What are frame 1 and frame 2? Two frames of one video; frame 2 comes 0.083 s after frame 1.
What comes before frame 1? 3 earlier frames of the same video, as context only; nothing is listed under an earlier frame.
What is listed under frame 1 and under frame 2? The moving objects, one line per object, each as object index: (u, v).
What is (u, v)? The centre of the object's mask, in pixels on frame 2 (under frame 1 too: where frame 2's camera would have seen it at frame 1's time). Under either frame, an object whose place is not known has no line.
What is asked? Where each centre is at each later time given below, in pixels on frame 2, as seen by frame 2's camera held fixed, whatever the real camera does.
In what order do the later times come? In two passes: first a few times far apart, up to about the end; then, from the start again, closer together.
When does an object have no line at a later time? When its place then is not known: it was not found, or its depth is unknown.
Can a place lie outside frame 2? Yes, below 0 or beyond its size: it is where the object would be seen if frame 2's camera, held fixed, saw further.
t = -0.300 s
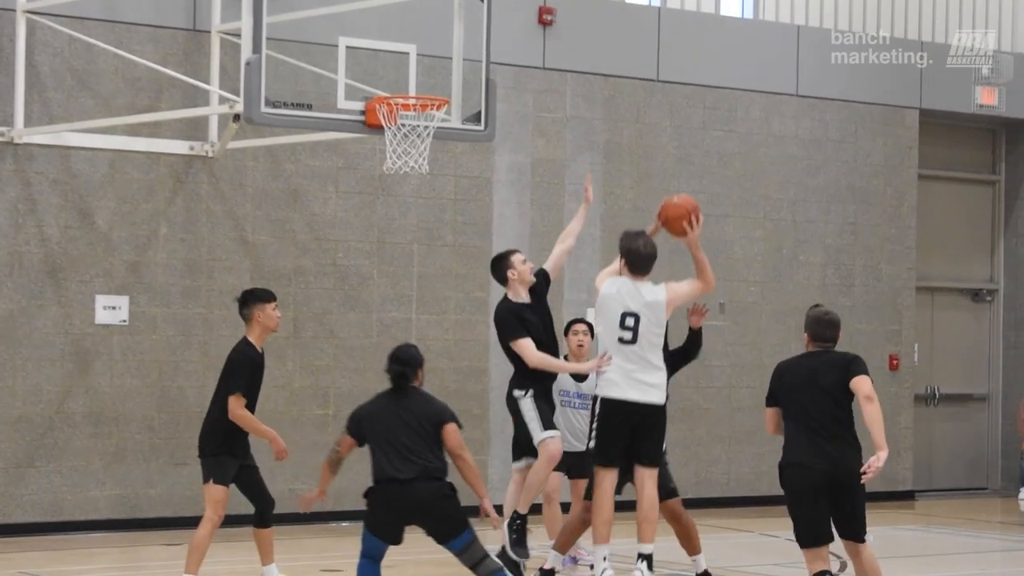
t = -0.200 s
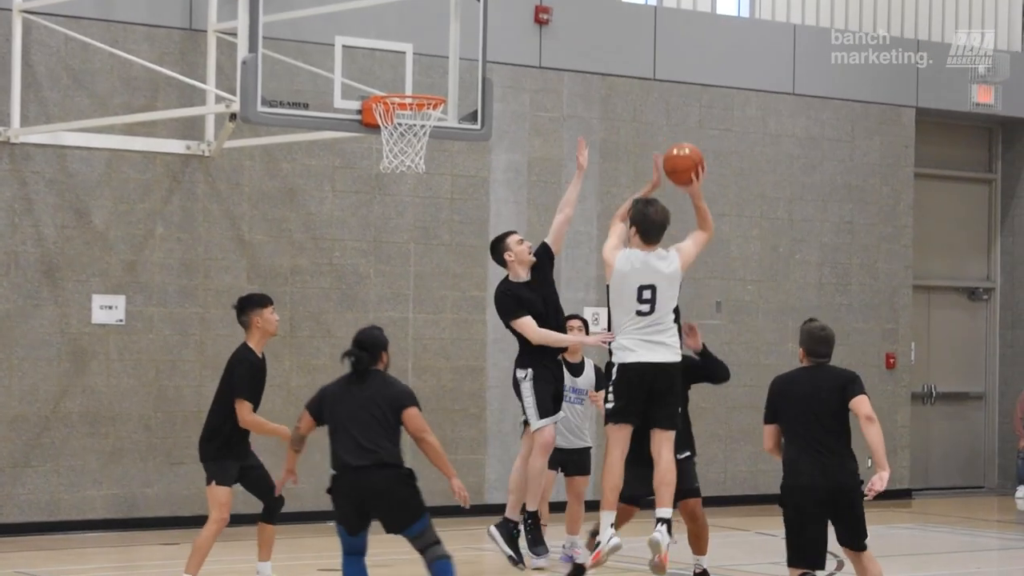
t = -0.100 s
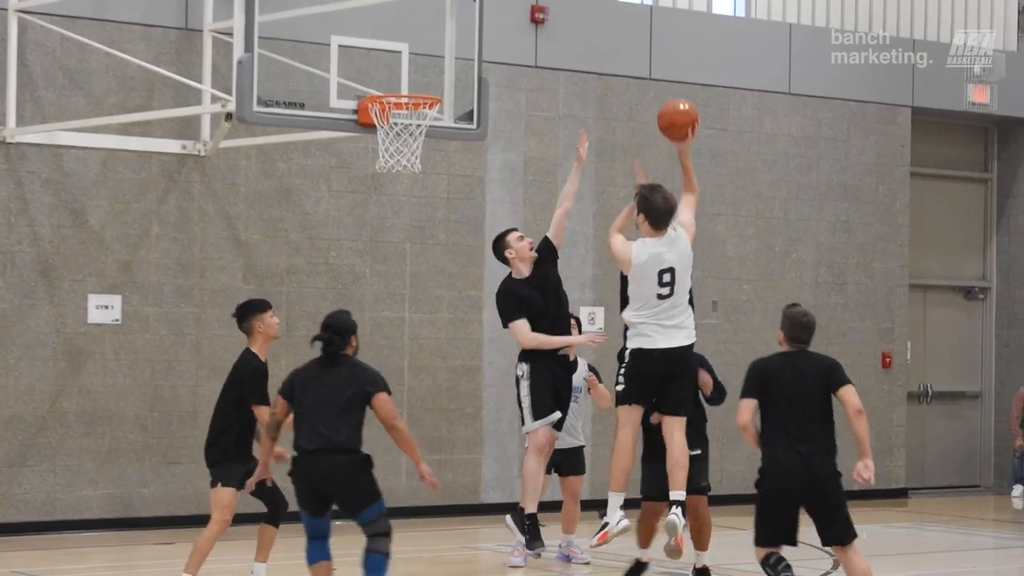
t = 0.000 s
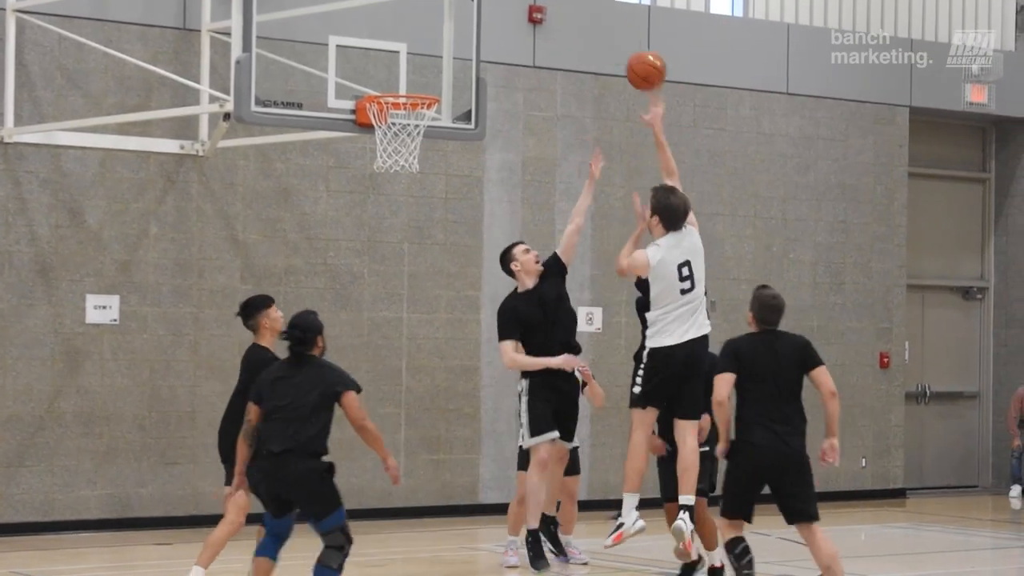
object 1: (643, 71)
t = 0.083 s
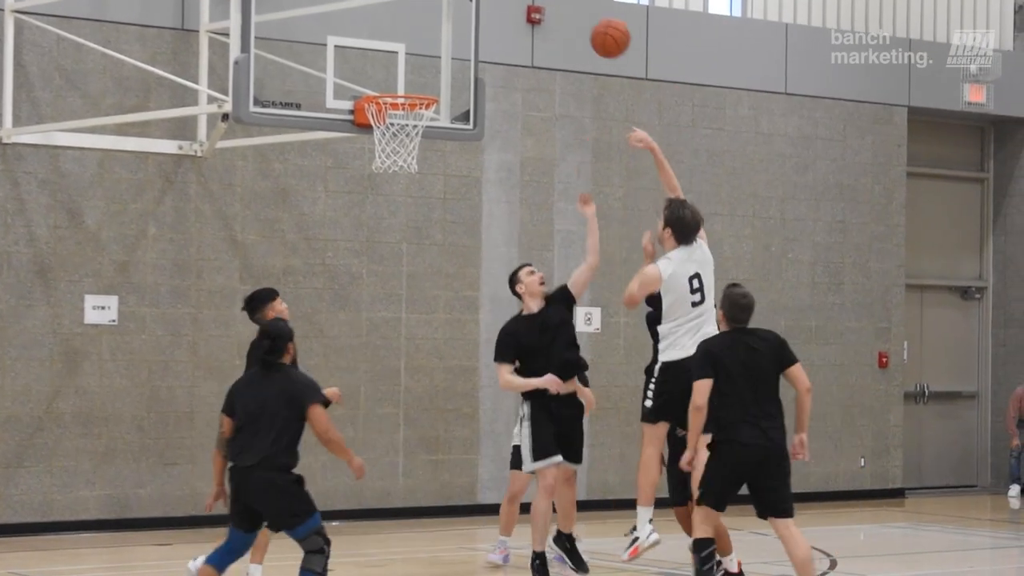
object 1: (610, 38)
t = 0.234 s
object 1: (551, 12)
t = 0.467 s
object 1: (462, 38)
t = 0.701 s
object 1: (385, 137)
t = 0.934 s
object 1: (361, 204)
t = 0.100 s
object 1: (603, 33)
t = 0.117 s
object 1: (597, 28)
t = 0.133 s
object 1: (590, 24)
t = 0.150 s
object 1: (583, 21)
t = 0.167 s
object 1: (577, 17)
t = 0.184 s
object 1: (570, 16)
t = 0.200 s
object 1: (564, 14)
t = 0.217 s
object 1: (558, 13)
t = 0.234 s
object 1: (551, 12)
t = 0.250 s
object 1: (544, 11)
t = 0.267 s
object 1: (538, 11)
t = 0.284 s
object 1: (531, 11)
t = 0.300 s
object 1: (525, 11)
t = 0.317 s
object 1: (519, 11)
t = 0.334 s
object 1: (511, 12)
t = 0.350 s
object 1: (505, 14)
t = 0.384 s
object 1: (493, 19)
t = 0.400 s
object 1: (486, 22)
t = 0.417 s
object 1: (480, 25)
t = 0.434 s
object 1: (474, 30)
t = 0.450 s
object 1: (467, 33)
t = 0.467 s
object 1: (462, 38)
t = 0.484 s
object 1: (455, 43)
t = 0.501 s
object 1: (448, 49)
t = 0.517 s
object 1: (442, 55)
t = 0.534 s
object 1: (436, 61)
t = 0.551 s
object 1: (430, 68)
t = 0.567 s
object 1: (424, 75)
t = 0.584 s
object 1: (419, 80)
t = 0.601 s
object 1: (413, 84)
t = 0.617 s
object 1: (407, 99)
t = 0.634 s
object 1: (401, 111)
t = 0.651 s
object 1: (391, 115)
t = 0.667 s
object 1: (390, 123)
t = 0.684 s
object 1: (393, 134)
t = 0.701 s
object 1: (385, 137)
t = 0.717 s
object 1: (378, 148)
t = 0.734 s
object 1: (382, 152)
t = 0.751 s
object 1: (378, 151)
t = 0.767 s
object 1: (375, 152)
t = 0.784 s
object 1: (374, 153)
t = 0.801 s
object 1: (373, 156)
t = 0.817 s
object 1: (371, 160)
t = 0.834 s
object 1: (370, 165)
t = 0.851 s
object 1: (369, 170)
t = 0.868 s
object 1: (367, 176)
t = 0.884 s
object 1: (365, 183)
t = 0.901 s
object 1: (364, 189)
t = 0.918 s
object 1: (363, 197)
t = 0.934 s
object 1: (361, 204)
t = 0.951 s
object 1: (360, 213)
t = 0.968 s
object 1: (359, 222)
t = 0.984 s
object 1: (357, 231)
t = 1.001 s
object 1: (356, 240)
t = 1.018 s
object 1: (354, 250)
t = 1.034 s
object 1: (352, 259)
